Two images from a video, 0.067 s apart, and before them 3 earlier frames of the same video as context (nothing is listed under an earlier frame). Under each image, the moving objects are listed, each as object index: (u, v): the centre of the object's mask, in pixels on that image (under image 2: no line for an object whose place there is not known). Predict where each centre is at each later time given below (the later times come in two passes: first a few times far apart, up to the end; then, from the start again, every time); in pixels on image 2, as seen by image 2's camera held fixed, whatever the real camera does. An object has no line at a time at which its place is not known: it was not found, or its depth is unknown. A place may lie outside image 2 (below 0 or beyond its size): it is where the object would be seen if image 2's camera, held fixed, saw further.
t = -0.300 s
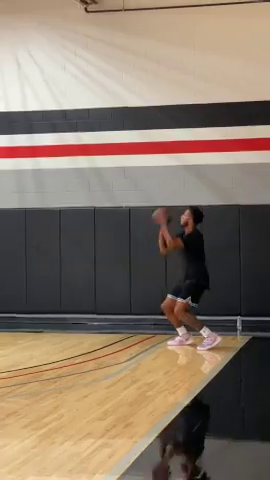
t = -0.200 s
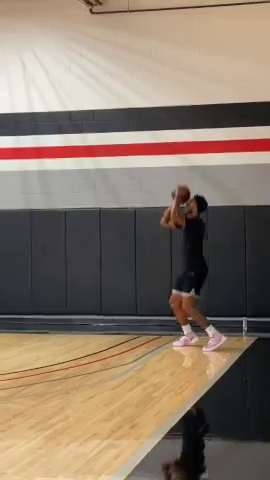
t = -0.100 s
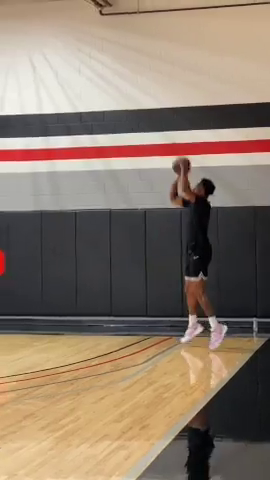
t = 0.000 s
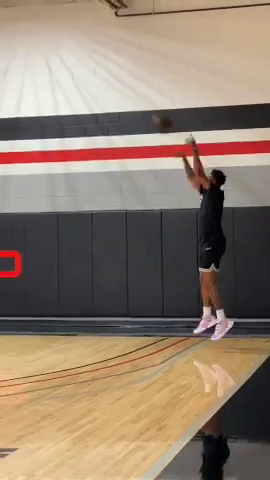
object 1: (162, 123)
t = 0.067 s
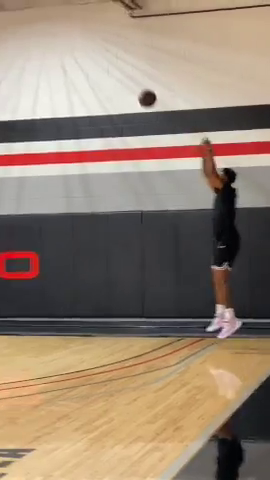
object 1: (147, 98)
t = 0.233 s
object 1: (81, 50)
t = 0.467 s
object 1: (-1, 19)
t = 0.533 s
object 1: (-25, 17)
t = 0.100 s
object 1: (133, 87)
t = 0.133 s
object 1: (120, 76)
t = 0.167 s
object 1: (107, 67)
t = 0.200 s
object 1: (93, 58)
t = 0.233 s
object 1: (81, 50)
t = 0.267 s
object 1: (73, 43)
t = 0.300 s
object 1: (61, 37)
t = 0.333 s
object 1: (48, 32)
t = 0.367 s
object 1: (35, 27)
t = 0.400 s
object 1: (23, 24)
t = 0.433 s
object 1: (11, 21)
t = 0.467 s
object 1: (-1, 19)
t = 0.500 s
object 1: (-13, 17)
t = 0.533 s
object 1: (-25, 17)
